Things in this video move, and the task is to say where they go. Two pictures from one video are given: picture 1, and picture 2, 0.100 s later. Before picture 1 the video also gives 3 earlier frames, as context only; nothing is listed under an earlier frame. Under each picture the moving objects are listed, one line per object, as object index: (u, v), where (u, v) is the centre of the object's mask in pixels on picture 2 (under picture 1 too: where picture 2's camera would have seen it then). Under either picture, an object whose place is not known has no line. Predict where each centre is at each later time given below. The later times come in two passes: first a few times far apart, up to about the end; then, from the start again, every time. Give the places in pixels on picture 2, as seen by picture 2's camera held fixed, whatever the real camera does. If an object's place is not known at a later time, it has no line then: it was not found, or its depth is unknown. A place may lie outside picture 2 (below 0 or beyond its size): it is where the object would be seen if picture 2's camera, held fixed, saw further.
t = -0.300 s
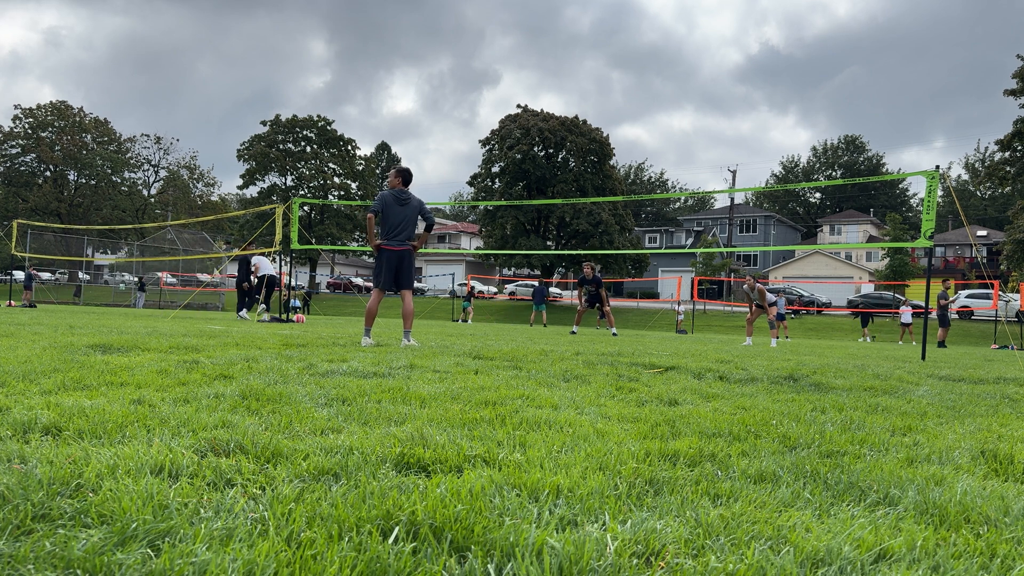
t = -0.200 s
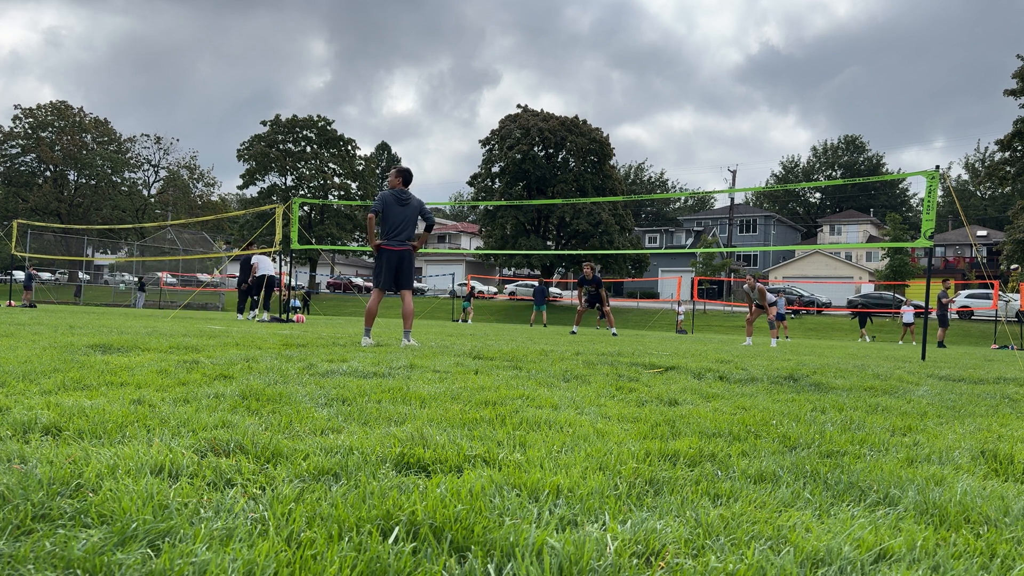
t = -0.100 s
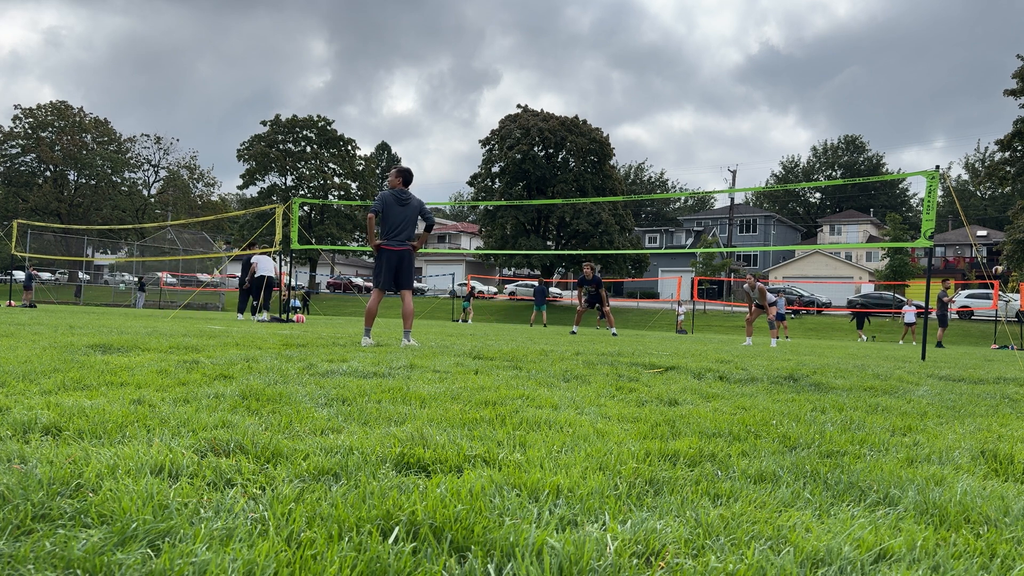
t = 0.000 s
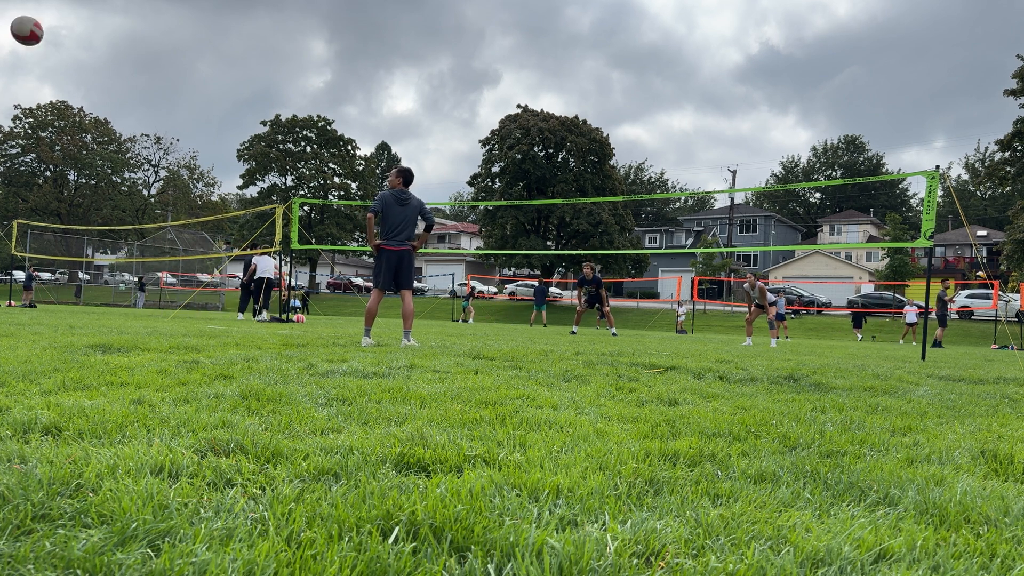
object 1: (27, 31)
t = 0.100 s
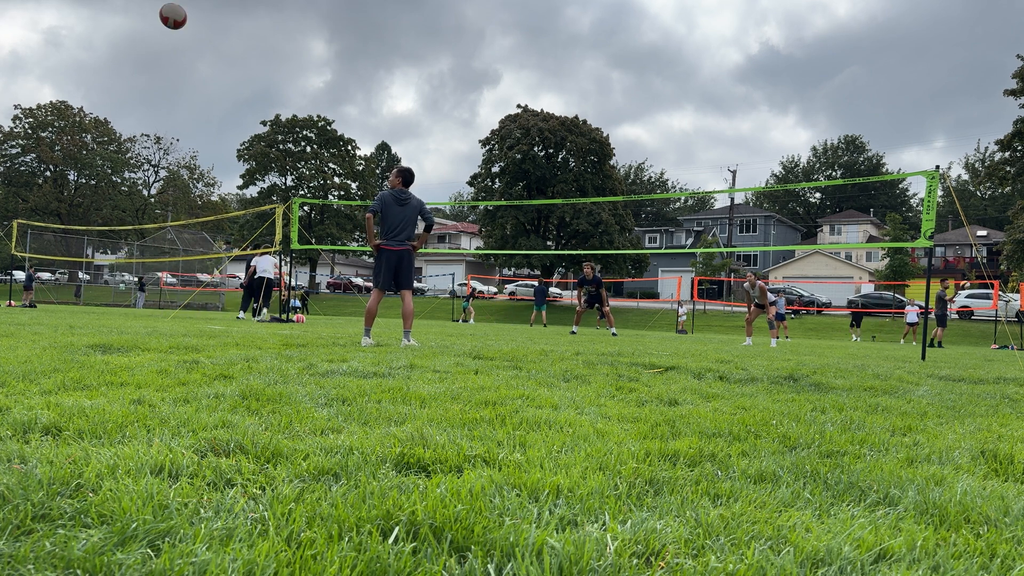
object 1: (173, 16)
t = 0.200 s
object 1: (289, 14)
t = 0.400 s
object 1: (461, 38)
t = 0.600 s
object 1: (580, 85)
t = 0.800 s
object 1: (670, 145)
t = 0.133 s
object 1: (214, 14)
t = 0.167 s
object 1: (253, 13)
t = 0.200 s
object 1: (289, 14)
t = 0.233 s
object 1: (323, 16)
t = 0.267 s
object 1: (354, 19)
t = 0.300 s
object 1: (384, 22)
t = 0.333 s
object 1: (411, 27)
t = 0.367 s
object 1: (437, 32)
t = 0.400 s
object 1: (461, 38)
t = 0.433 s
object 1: (484, 45)
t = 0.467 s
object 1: (505, 52)
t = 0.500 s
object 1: (525, 59)
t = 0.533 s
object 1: (544, 67)
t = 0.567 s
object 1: (563, 76)
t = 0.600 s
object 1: (580, 85)
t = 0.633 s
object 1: (597, 94)
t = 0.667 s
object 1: (613, 104)
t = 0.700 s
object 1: (628, 114)
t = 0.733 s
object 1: (643, 124)
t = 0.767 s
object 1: (657, 135)
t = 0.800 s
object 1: (670, 145)
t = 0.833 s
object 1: (683, 156)
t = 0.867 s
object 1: (696, 168)
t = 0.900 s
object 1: (708, 180)
